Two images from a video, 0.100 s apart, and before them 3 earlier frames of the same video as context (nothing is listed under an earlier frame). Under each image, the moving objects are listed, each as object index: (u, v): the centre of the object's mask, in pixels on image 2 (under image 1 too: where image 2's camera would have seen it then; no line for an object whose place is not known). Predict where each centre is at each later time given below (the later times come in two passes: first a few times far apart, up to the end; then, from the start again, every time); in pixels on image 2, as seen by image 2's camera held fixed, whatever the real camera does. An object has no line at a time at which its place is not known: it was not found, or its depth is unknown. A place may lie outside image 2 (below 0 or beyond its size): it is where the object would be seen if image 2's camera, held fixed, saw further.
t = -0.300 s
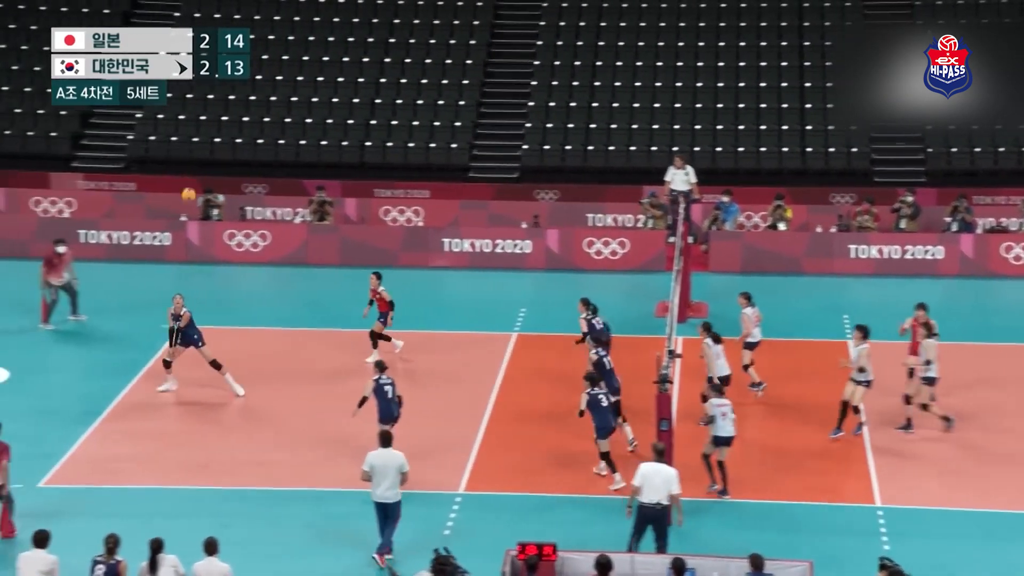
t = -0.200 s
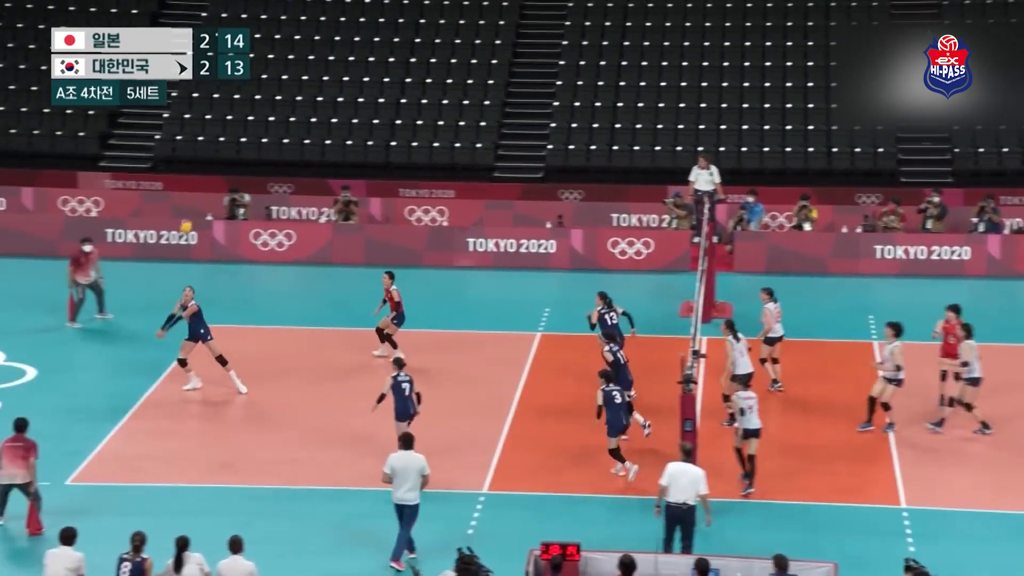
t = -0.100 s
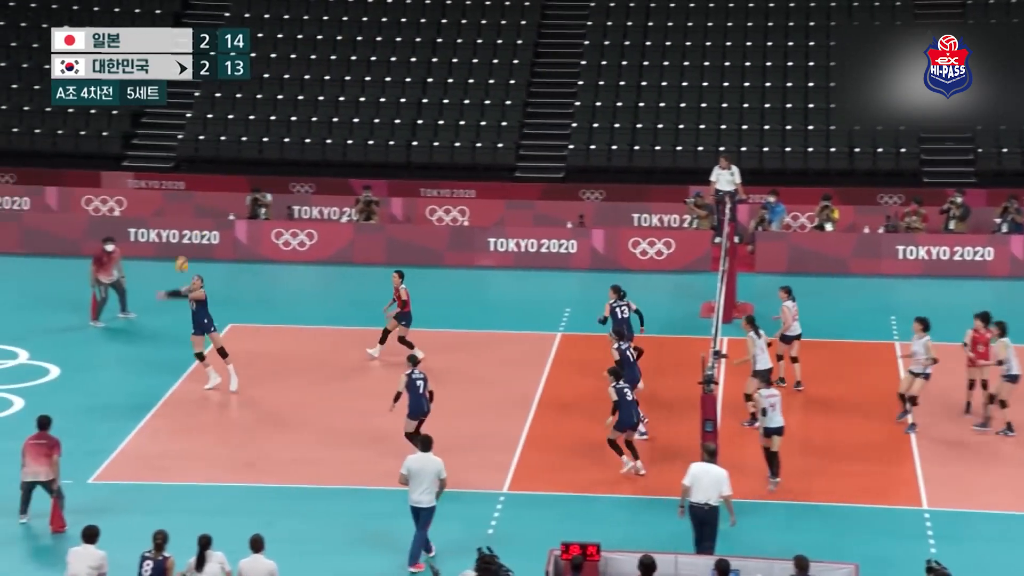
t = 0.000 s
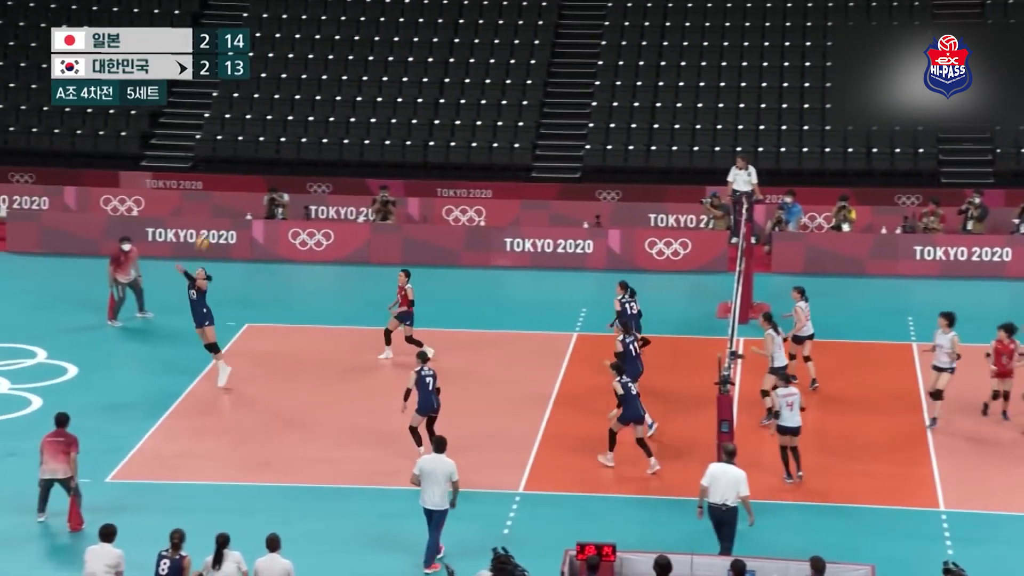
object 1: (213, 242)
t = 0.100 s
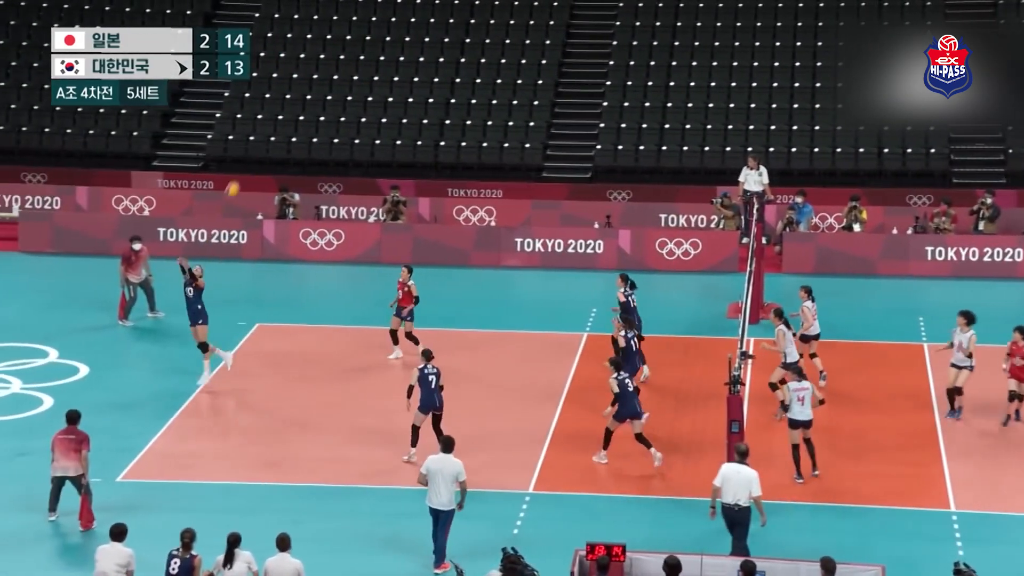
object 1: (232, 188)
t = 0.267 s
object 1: (264, 116)
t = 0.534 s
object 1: (315, 35)
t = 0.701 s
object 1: (347, 9)
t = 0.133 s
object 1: (239, 172)
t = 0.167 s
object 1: (245, 158)
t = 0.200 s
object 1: (251, 144)
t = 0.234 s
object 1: (258, 129)
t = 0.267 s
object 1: (264, 116)
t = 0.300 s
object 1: (271, 103)
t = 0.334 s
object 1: (277, 91)
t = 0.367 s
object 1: (283, 80)
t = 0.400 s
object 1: (289, 70)
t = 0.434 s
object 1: (295, 61)
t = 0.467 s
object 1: (302, 51)
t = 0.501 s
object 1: (308, 43)
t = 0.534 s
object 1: (315, 35)
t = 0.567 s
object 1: (322, 29)
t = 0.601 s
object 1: (328, 23)
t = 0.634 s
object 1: (334, 18)
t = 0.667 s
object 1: (341, 13)
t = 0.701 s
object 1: (347, 9)
